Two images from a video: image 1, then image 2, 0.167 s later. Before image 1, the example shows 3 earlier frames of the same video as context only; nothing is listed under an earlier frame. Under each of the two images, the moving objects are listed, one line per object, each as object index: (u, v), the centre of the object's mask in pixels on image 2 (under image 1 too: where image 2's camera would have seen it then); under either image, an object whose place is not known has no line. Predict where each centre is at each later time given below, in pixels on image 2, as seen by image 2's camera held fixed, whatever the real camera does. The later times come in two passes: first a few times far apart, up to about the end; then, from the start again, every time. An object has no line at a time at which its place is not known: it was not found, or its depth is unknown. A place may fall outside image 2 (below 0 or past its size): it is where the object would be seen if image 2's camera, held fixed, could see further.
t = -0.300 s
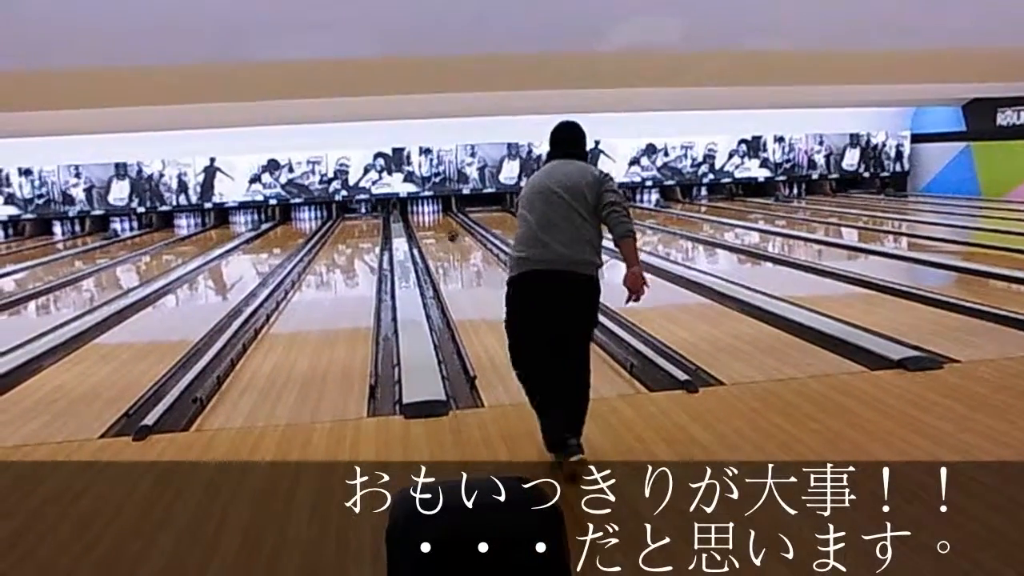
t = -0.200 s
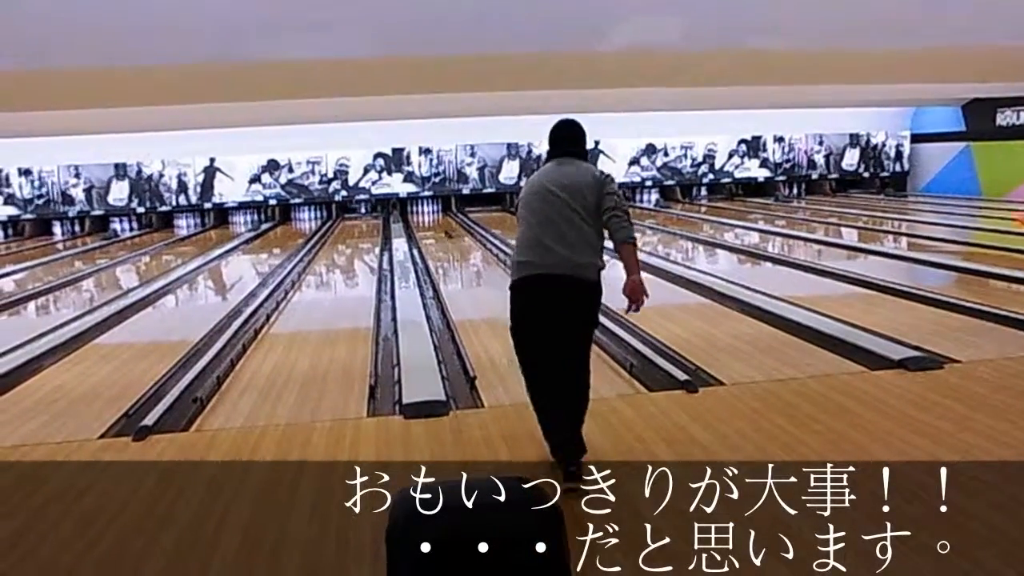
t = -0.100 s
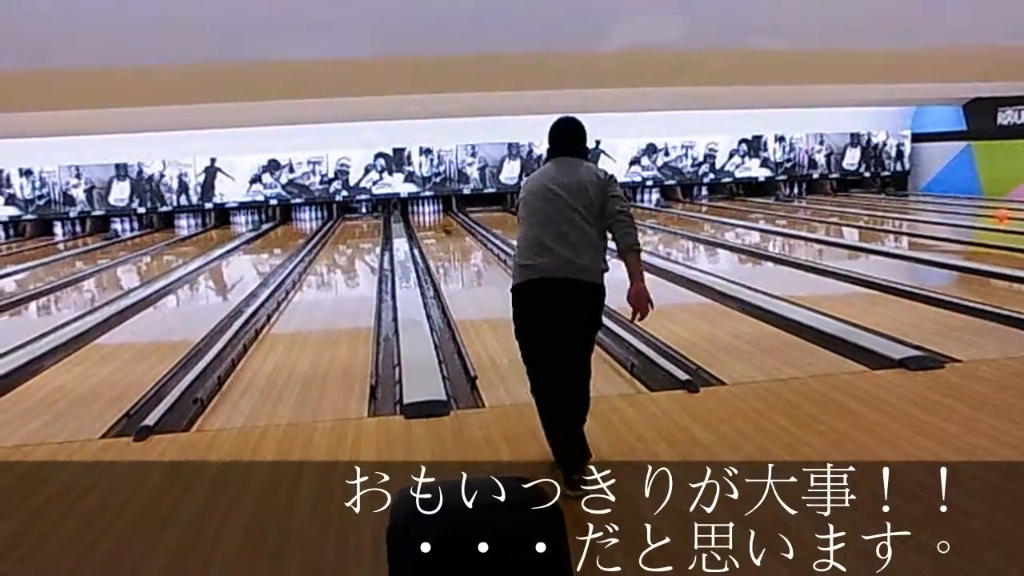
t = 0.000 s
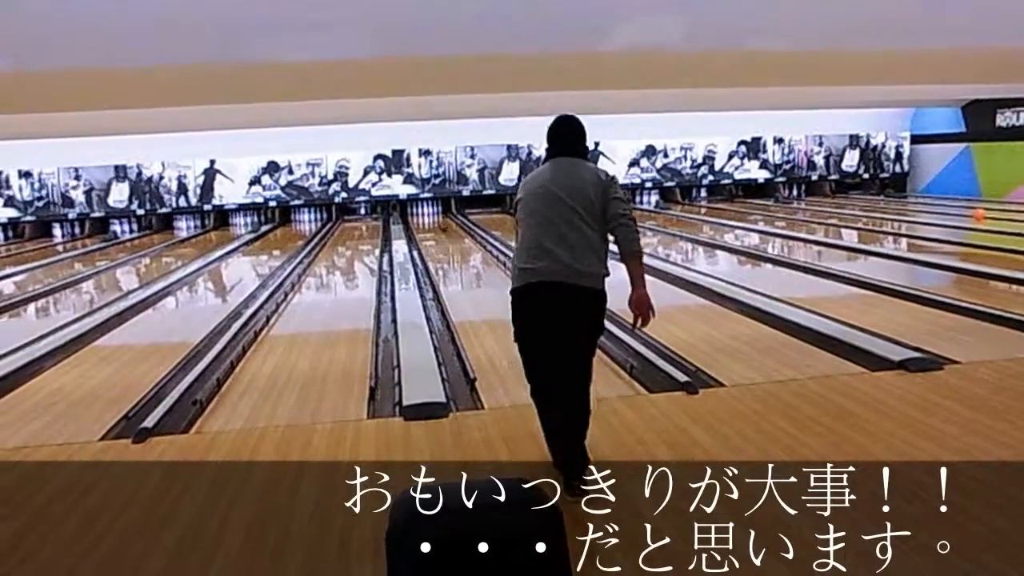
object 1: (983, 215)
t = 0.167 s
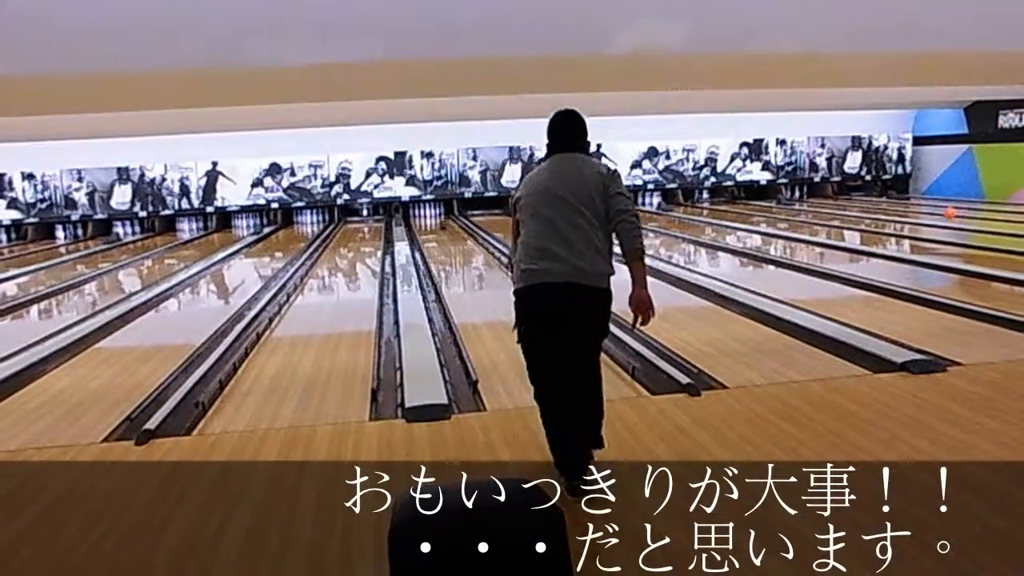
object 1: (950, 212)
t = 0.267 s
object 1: (933, 210)
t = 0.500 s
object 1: (896, 208)
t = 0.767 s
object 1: (862, 205)
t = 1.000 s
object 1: (836, 203)
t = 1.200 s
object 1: (817, 200)
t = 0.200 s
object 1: (944, 211)
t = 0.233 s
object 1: (939, 211)
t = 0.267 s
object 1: (933, 210)
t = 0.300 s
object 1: (927, 210)
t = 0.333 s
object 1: (923, 209)
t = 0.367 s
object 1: (916, 210)
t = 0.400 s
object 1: (911, 209)
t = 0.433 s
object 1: (906, 209)
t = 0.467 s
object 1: (894, 208)
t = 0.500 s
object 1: (896, 208)
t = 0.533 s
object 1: (891, 207)
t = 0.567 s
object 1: (886, 207)
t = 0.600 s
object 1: (882, 207)
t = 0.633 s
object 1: (878, 206)
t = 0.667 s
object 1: (873, 206)
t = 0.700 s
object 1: (870, 205)
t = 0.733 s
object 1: (865, 205)
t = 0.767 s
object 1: (862, 205)
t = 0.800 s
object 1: (859, 205)
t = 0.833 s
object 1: (854, 205)
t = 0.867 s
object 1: (851, 204)
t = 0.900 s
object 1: (847, 203)
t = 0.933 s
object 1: (842, 203)
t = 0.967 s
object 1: (839, 203)
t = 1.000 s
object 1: (836, 203)
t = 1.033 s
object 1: (833, 201)
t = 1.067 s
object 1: (829, 202)
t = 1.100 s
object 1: (826, 202)
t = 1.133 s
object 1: (822, 201)
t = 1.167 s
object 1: (819, 201)
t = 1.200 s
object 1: (817, 200)
